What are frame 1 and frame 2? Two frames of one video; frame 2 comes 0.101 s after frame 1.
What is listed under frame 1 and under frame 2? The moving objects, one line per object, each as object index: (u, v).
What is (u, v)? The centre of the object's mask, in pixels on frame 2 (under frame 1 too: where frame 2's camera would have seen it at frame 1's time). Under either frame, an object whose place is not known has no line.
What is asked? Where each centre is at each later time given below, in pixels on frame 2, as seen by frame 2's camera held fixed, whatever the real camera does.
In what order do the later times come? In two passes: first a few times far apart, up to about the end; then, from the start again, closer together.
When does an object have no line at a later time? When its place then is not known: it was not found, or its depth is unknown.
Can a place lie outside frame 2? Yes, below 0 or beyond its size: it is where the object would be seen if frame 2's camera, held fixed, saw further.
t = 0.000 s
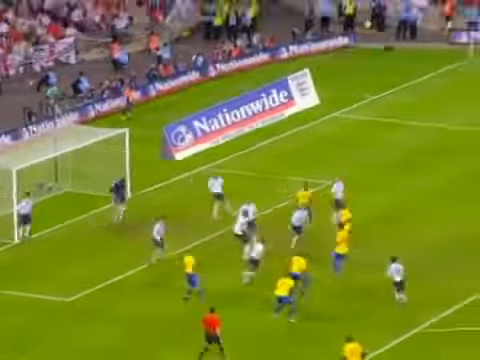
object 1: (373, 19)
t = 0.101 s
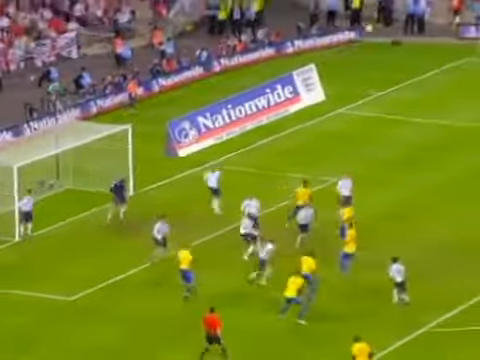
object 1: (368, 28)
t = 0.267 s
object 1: (361, 46)
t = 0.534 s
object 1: (349, 92)
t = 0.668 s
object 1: (344, 121)
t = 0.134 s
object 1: (368, 30)
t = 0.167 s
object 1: (366, 34)
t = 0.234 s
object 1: (362, 43)
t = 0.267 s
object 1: (361, 46)
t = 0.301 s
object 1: (359, 53)
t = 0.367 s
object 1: (356, 62)
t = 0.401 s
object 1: (355, 68)
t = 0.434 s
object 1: (354, 73)
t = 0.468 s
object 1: (353, 79)
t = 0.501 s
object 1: (351, 85)
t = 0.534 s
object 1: (349, 92)
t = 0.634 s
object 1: (345, 113)
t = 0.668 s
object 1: (344, 121)
